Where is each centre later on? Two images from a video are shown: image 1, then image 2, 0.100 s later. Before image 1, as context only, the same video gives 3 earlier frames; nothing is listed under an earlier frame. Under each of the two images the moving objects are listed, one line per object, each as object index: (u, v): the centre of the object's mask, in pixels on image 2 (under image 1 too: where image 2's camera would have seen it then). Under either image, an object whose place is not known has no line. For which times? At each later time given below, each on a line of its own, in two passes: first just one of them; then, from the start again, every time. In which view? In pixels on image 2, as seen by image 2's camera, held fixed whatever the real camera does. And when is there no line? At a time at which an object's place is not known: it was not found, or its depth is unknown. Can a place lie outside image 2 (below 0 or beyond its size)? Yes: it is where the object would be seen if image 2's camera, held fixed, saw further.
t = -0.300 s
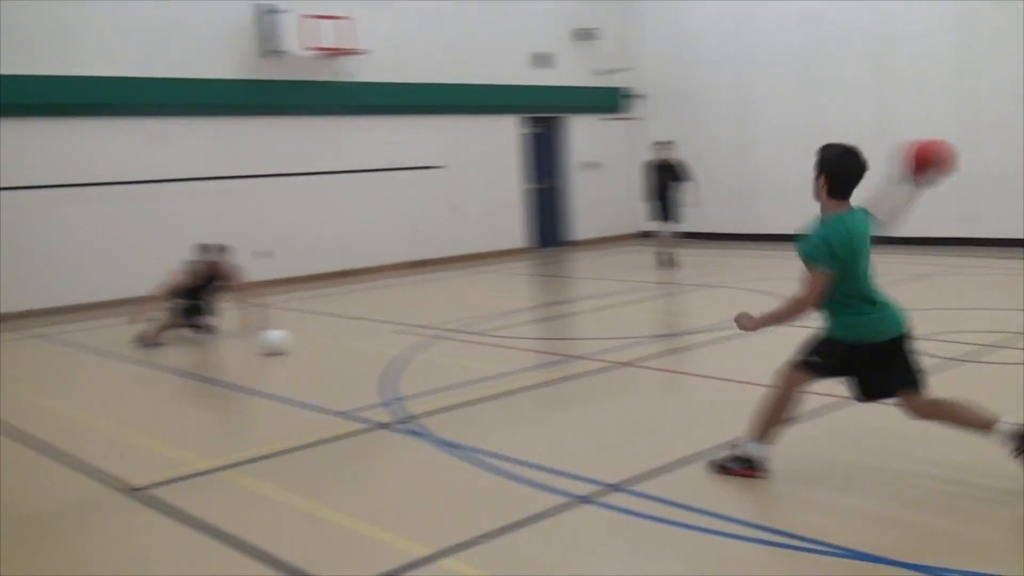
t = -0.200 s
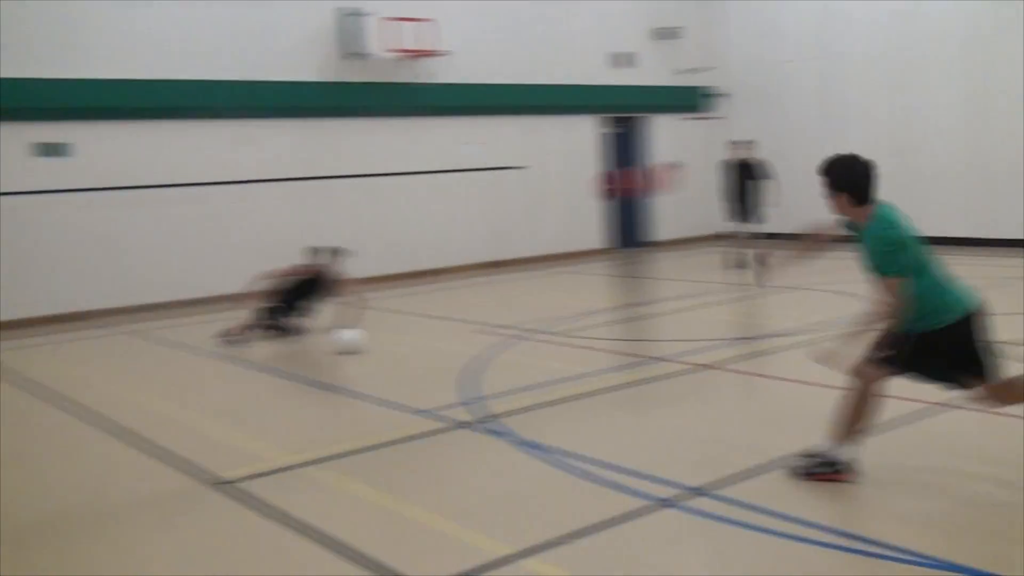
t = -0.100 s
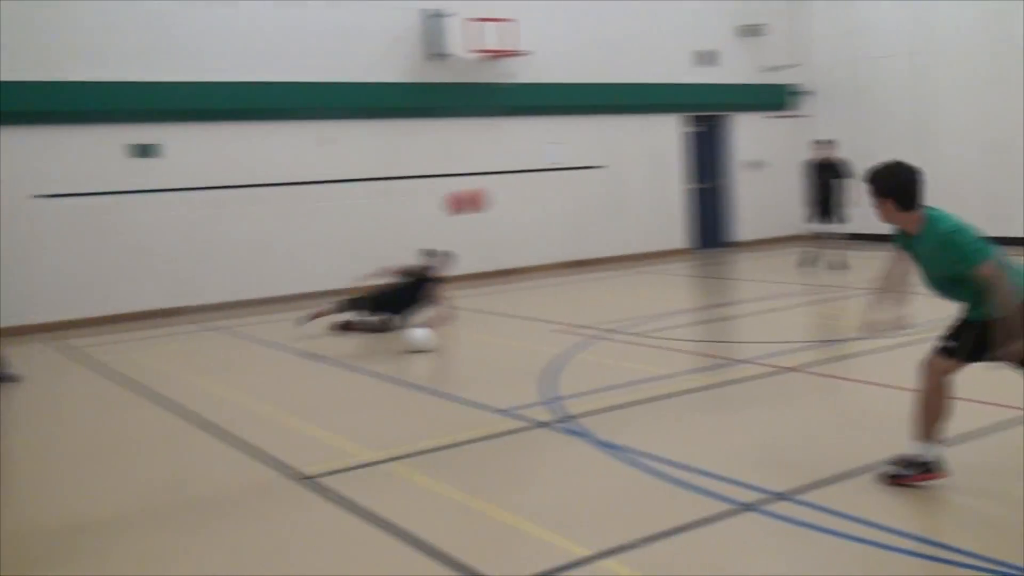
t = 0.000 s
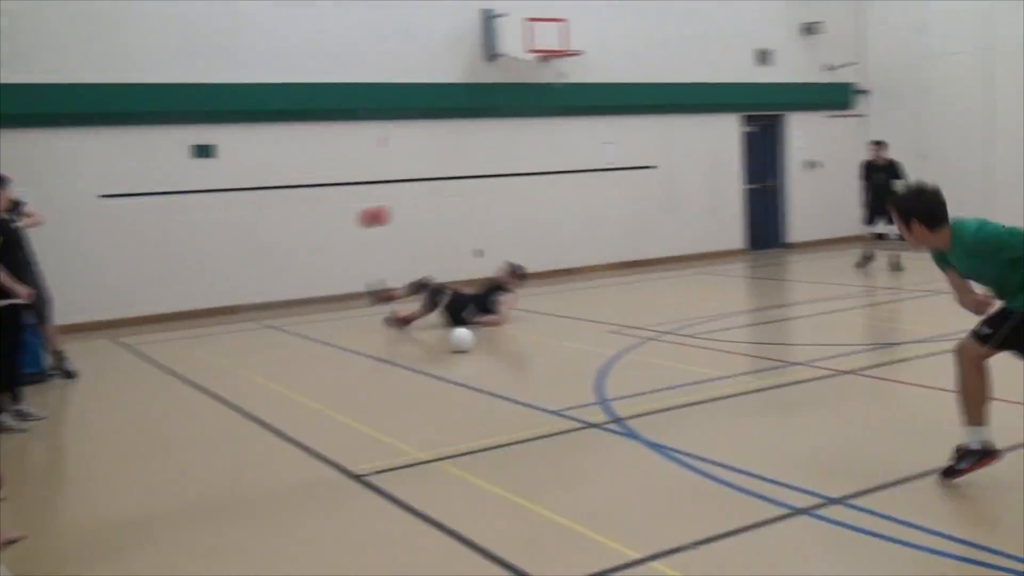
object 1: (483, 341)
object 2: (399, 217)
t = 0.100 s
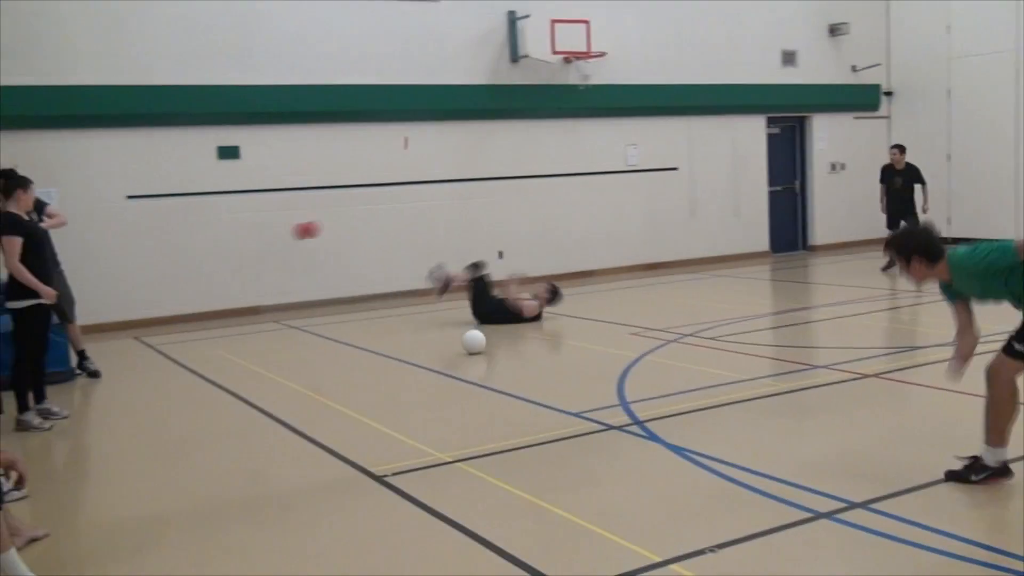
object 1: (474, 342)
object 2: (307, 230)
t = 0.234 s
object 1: (461, 343)
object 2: (299, 252)
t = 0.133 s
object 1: (471, 342)
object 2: (286, 234)
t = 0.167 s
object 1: (468, 343)
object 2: (290, 239)
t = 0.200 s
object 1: (464, 343)
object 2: (295, 244)
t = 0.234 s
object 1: (461, 343)
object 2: (299, 252)
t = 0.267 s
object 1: (458, 343)
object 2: (305, 260)
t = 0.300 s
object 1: (455, 343)
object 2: (310, 270)
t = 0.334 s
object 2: (315, 282)
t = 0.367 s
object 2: (321, 294)
